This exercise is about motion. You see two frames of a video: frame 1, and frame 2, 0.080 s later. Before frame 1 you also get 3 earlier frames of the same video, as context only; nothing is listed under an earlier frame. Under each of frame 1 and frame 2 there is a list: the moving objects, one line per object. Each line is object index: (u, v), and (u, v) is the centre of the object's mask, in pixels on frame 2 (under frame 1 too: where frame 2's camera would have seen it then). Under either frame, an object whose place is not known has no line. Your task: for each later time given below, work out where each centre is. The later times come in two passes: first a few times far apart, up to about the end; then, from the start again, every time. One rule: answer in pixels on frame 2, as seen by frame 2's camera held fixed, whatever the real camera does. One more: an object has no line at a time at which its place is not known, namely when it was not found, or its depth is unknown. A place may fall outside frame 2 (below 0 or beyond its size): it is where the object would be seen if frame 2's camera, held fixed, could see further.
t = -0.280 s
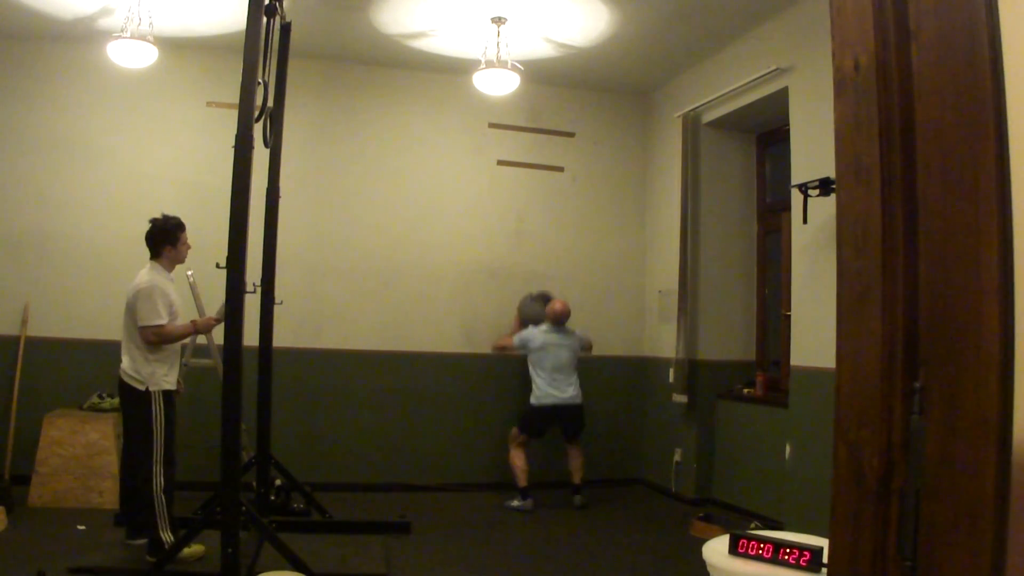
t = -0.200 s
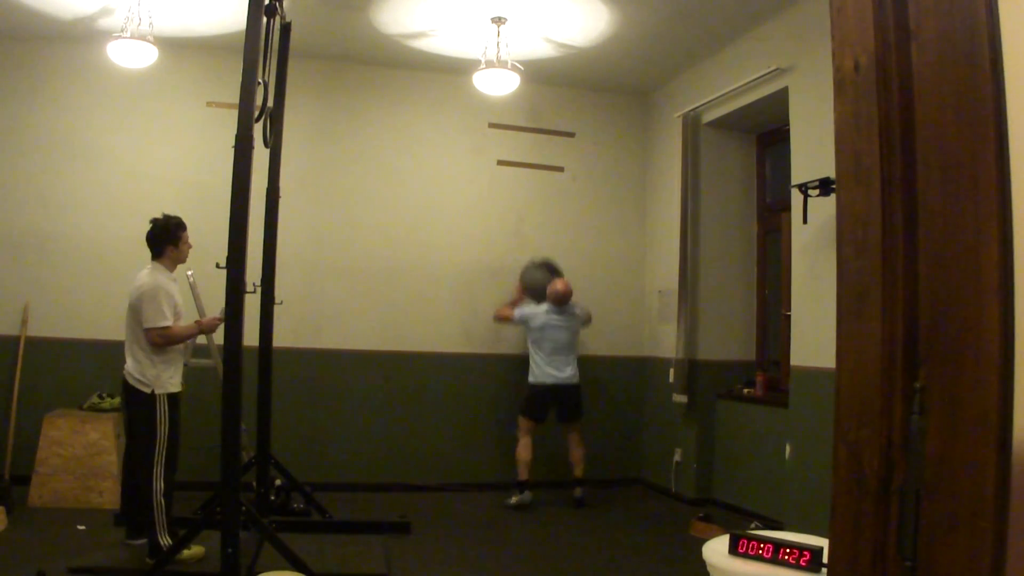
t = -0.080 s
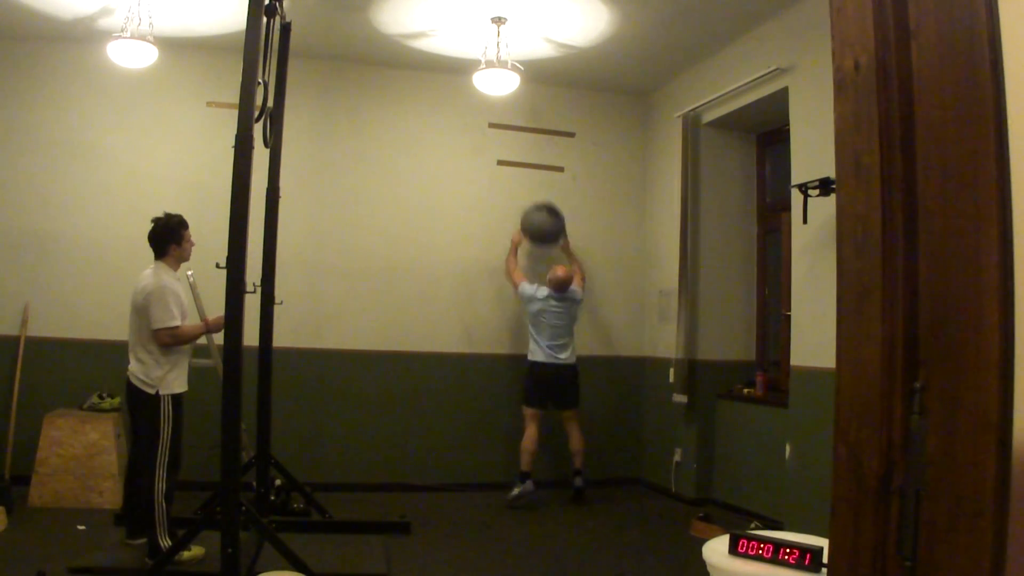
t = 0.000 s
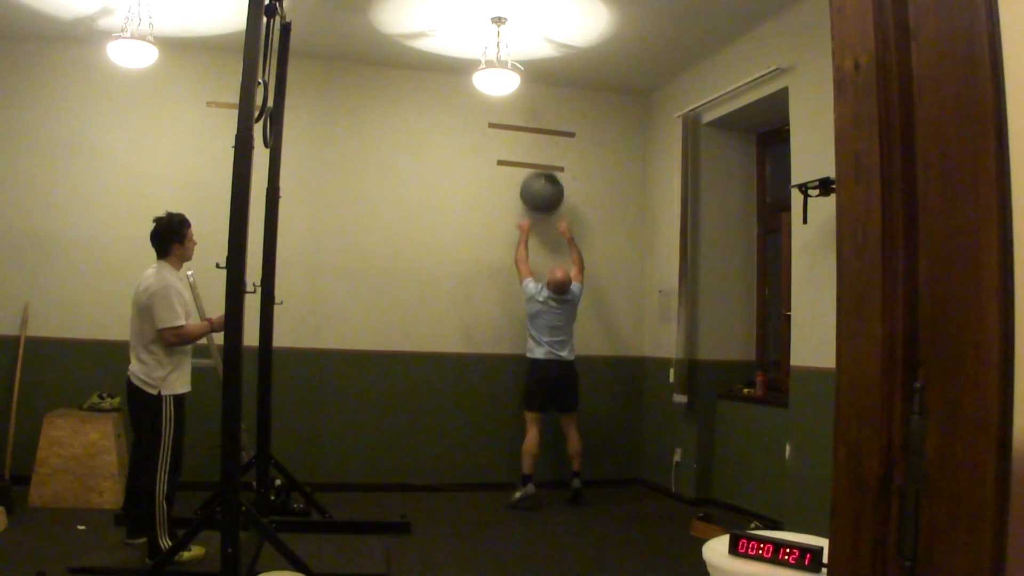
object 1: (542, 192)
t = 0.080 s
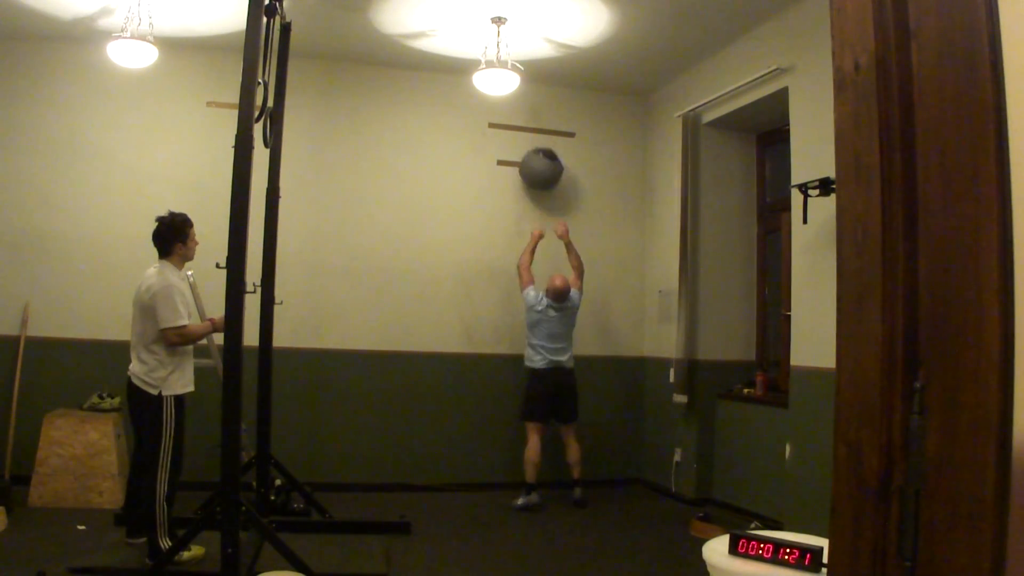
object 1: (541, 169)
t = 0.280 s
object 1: (538, 146)
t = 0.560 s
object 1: (540, 185)
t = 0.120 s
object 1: (540, 161)
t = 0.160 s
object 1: (539, 153)
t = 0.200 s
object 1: (539, 149)
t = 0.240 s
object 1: (538, 147)
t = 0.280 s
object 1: (538, 146)
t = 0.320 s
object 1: (539, 146)
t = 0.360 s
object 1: (539, 147)
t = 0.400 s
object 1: (539, 151)
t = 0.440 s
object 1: (540, 157)
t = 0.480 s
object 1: (540, 164)
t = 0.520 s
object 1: (540, 173)
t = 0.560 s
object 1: (540, 185)
